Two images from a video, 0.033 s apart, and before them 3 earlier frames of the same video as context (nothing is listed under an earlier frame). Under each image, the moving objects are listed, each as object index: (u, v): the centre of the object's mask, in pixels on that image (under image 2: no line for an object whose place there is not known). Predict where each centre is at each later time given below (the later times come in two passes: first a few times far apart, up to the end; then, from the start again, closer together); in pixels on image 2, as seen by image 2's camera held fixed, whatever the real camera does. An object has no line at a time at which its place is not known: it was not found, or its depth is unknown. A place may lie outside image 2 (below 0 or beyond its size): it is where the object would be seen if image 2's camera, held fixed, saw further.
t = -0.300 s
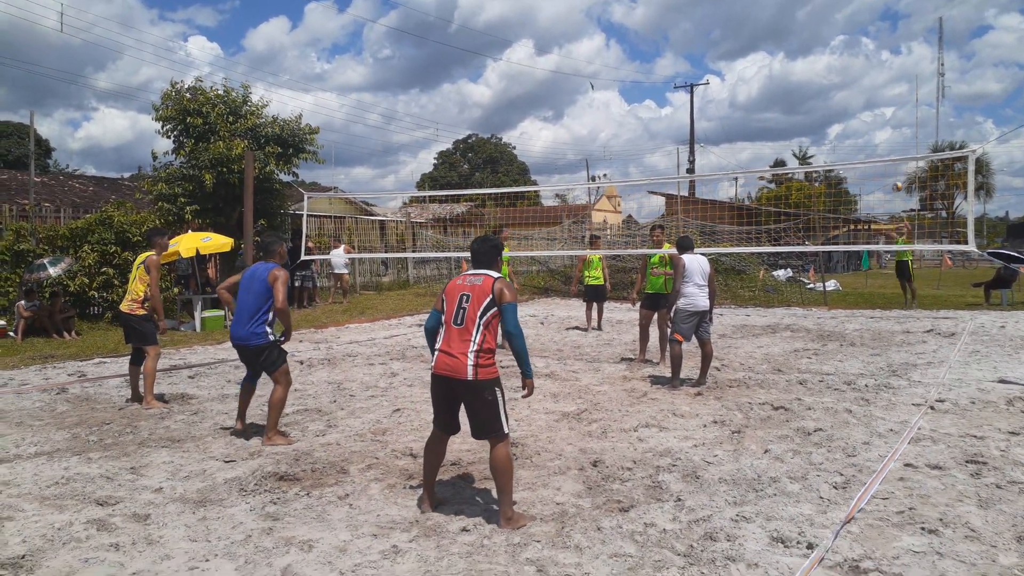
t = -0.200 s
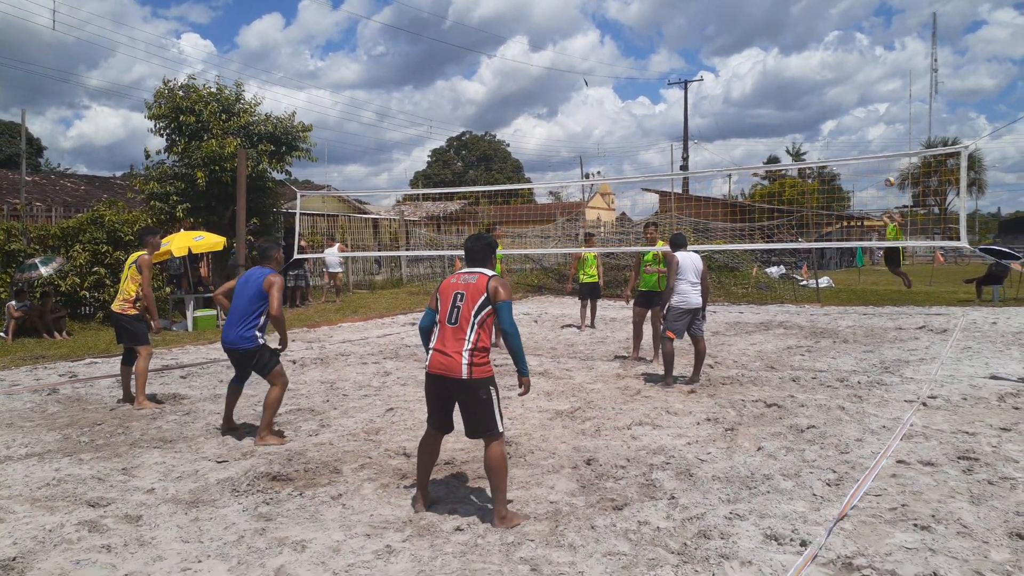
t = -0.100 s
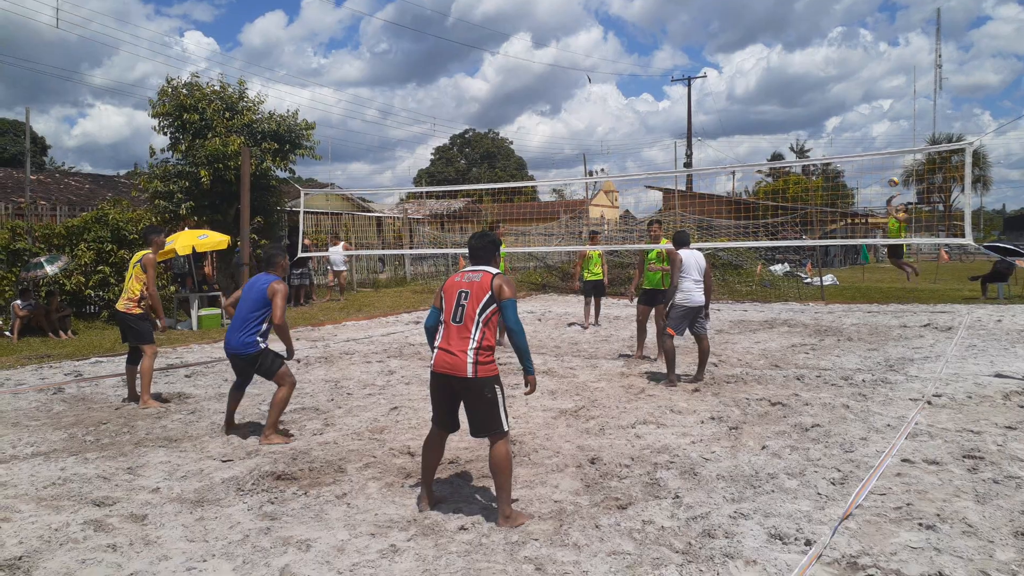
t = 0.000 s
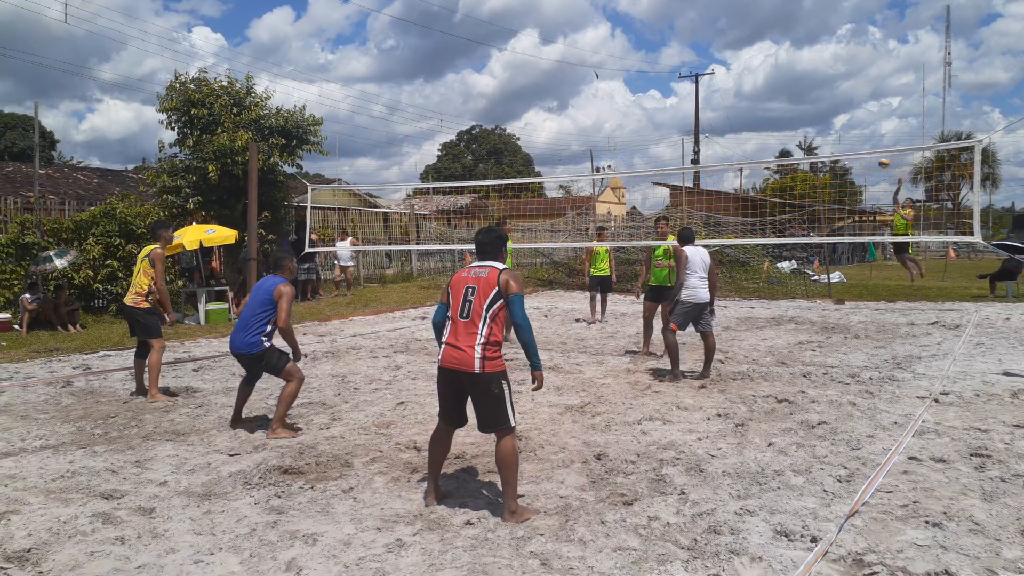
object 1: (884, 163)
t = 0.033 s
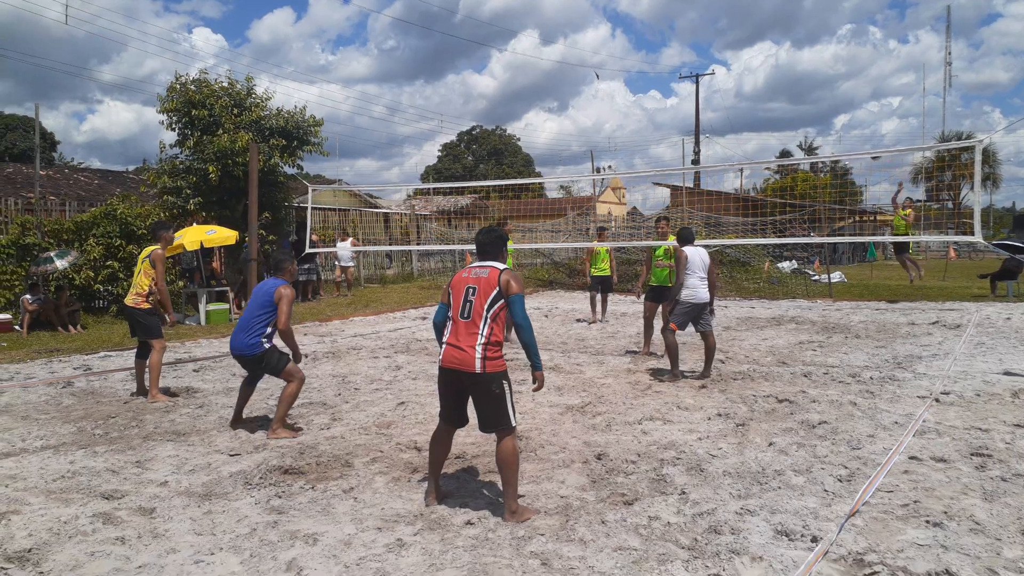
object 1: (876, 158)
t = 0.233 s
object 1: (821, 112)
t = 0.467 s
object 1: (747, 78)
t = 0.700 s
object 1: (660, 74)
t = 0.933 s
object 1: (545, 112)
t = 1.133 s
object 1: (423, 184)
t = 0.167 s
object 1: (840, 126)
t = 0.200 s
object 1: (831, 119)
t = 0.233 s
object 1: (821, 112)
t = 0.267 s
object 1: (811, 105)
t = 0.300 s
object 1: (800, 100)
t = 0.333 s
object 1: (789, 95)
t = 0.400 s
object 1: (769, 86)
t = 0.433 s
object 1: (758, 82)
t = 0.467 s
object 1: (747, 78)
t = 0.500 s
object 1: (736, 75)
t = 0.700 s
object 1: (660, 74)
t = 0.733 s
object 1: (645, 77)
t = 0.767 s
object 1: (630, 81)
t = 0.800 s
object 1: (614, 84)
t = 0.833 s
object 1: (598, 90)
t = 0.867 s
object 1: (582, 96)
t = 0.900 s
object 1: (564, 103)
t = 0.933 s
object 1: (545, 112)
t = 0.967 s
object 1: (528, 121)
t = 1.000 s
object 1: (510, 131)
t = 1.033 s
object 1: (489, 142)
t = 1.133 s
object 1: (423, 184)
